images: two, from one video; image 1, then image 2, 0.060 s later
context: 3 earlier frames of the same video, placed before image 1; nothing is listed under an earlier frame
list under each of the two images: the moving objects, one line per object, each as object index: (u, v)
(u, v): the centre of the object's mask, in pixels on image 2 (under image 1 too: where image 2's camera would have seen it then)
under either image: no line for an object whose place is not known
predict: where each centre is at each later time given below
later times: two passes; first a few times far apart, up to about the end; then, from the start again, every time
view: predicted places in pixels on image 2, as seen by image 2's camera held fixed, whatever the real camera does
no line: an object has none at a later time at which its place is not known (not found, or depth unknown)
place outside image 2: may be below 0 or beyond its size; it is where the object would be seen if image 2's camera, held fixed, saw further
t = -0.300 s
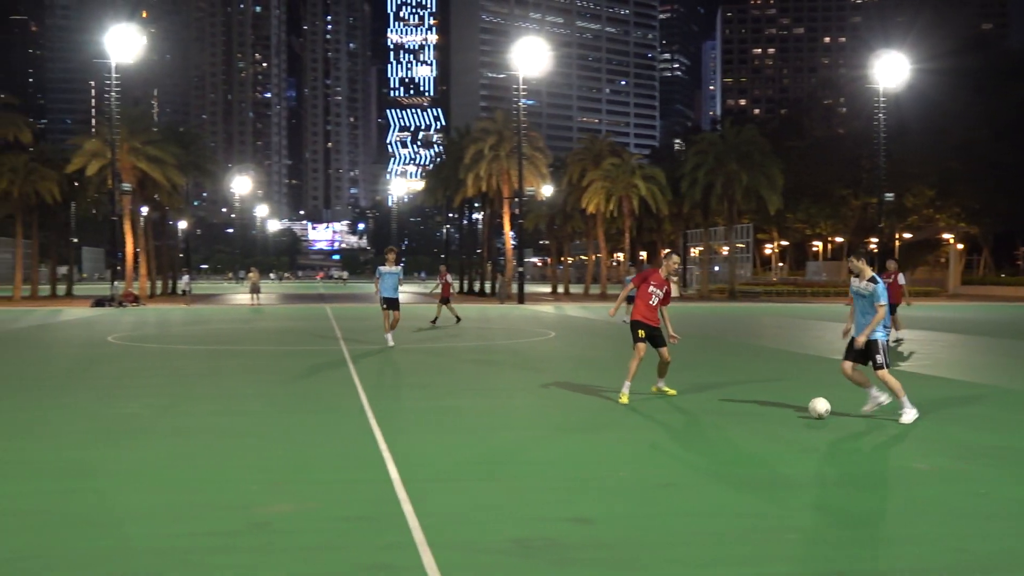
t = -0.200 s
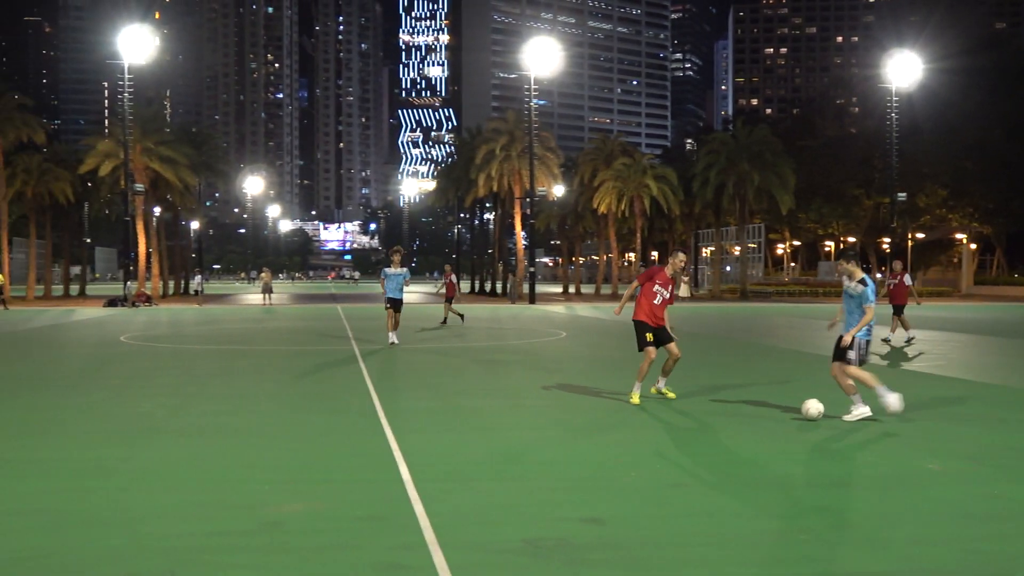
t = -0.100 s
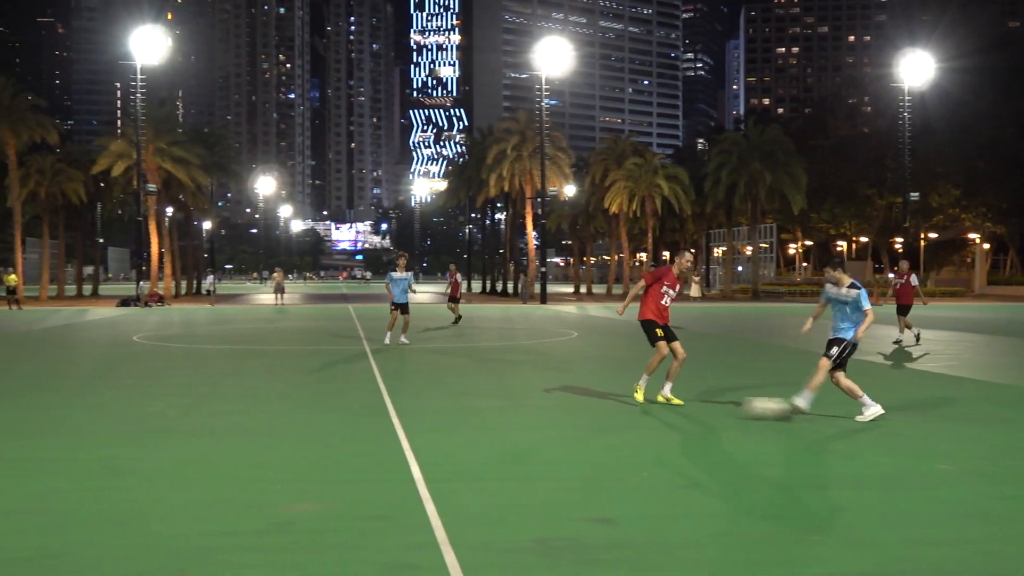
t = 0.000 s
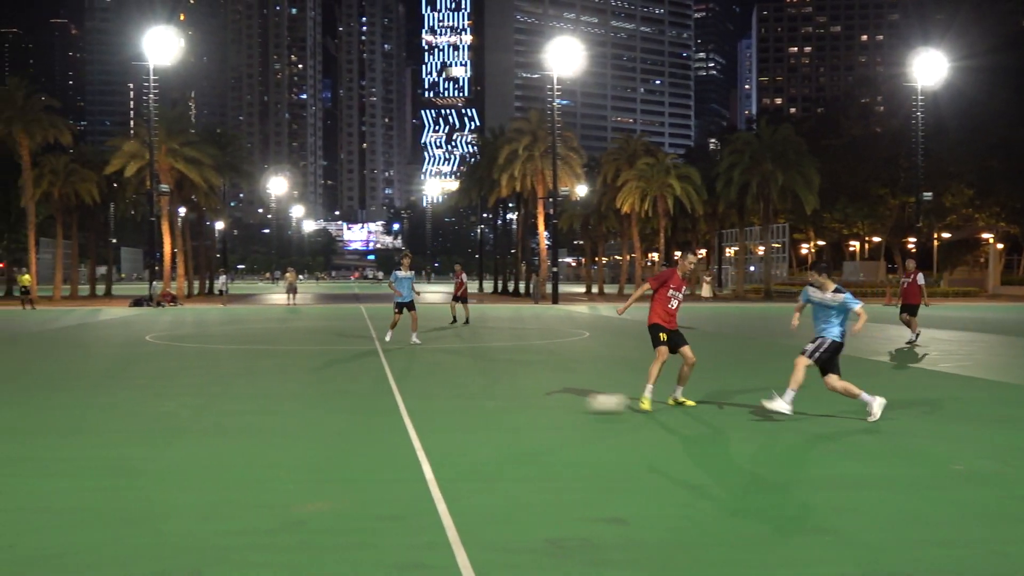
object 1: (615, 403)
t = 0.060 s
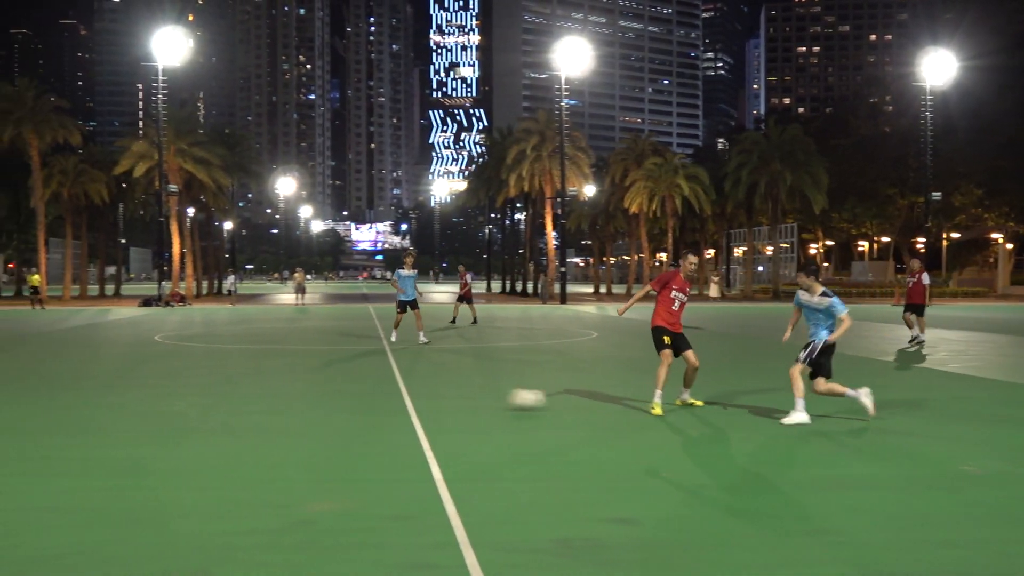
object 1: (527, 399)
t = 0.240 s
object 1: (300, 395)
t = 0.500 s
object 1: (65, 387)
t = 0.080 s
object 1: (499, 398)
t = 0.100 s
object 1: (471, 398)
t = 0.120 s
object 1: (444, 398)
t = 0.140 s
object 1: (420, 398)
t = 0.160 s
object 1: (390, 397)
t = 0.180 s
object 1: (369, 396)
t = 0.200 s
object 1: (346, 395)
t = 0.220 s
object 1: (323, 394)
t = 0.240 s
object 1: (300, 395)
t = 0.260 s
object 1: (279, 394)
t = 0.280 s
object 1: (258, 393)
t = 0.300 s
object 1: (238, 392)
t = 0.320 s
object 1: (218, 391)
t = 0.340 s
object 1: (199, 392)
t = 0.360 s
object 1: (180, 391)
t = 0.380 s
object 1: (163, 389)
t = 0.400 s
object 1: (146, 388)
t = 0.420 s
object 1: (129, 387)
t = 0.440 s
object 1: (112, 387)
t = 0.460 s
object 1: (96, 387)
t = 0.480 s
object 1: (80, 388)
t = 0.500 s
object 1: (65, 387)
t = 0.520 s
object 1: (50, 387)
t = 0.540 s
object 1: (37, 386)
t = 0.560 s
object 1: (23, 385)
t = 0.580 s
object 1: (10, 385)
